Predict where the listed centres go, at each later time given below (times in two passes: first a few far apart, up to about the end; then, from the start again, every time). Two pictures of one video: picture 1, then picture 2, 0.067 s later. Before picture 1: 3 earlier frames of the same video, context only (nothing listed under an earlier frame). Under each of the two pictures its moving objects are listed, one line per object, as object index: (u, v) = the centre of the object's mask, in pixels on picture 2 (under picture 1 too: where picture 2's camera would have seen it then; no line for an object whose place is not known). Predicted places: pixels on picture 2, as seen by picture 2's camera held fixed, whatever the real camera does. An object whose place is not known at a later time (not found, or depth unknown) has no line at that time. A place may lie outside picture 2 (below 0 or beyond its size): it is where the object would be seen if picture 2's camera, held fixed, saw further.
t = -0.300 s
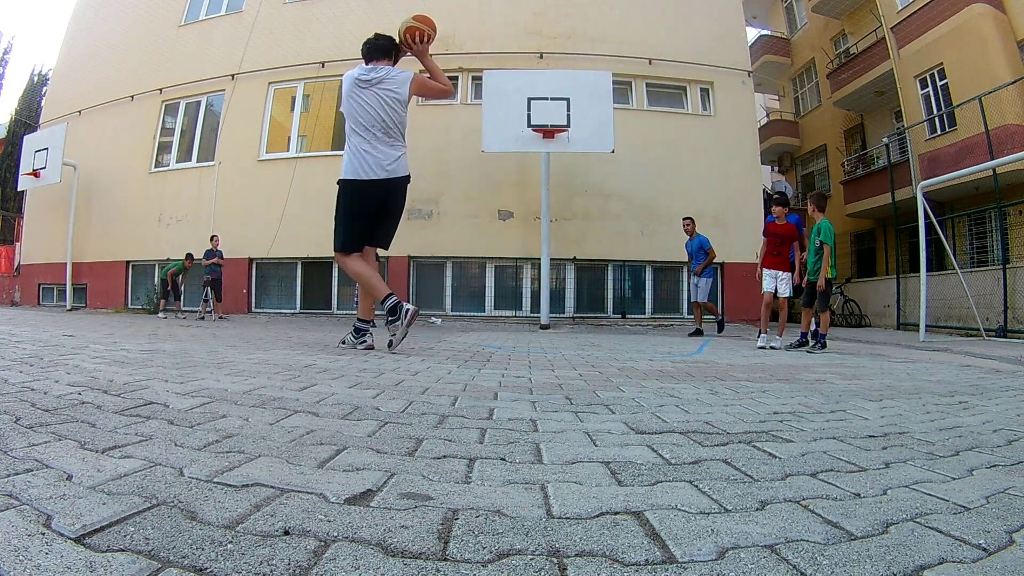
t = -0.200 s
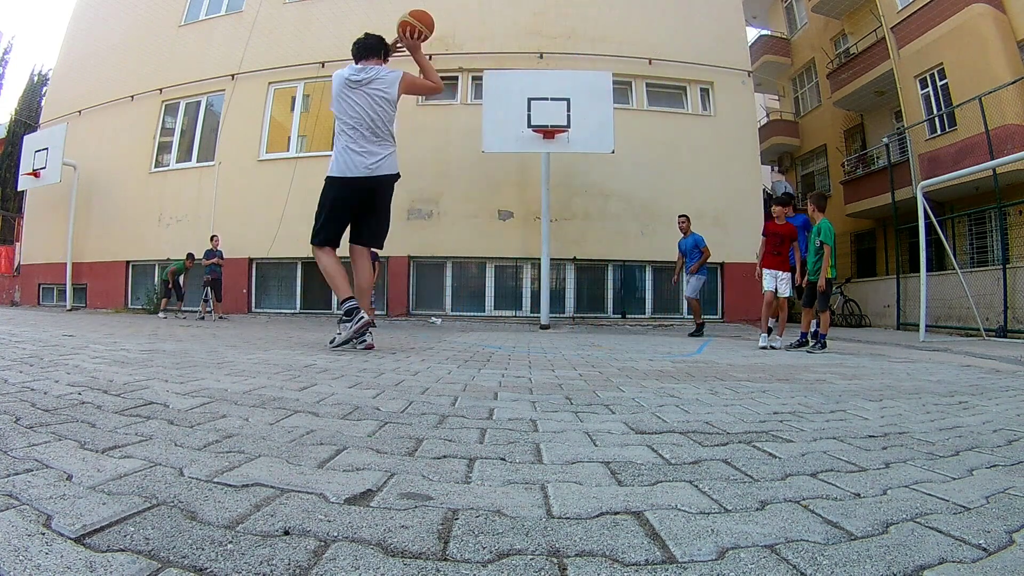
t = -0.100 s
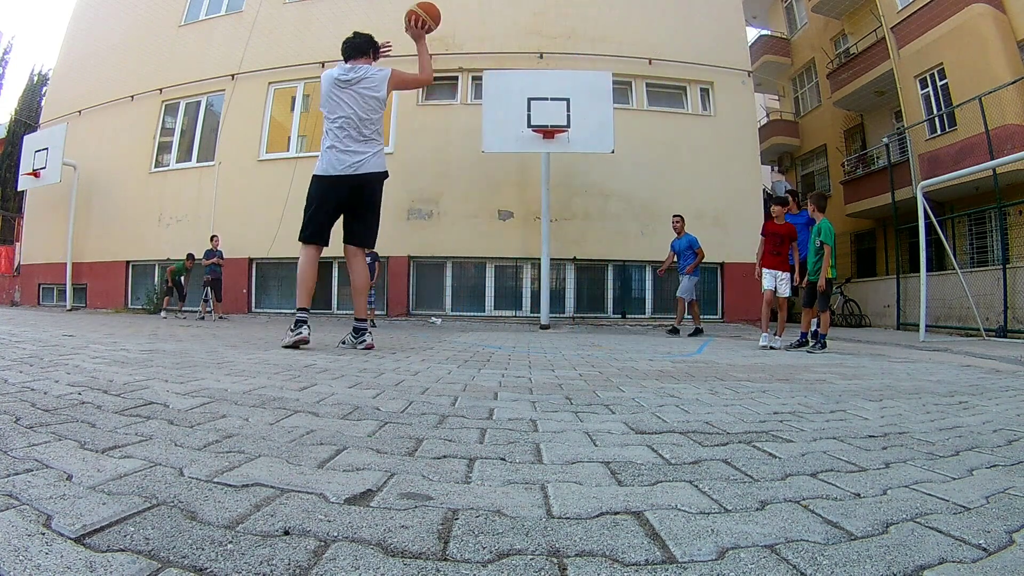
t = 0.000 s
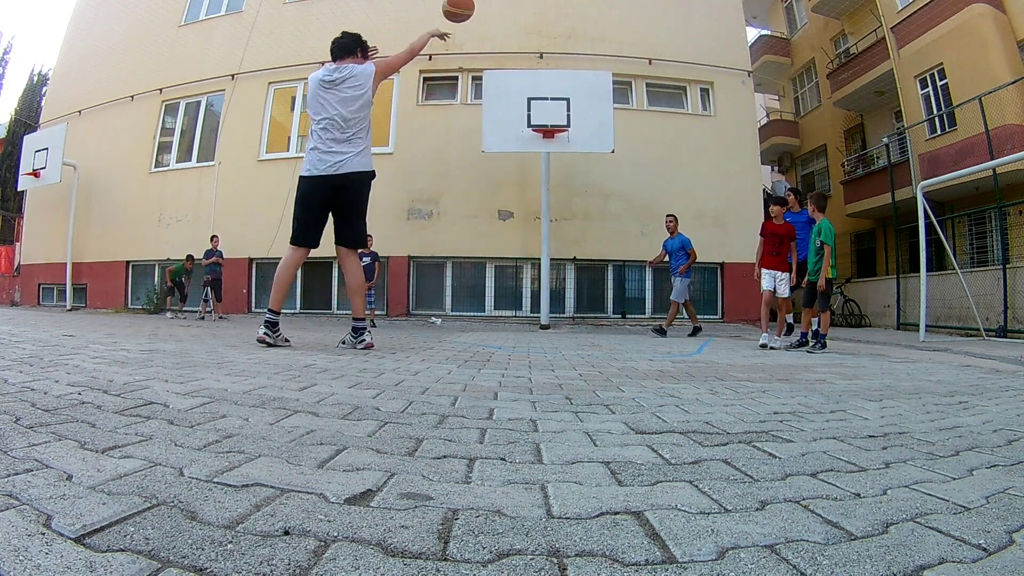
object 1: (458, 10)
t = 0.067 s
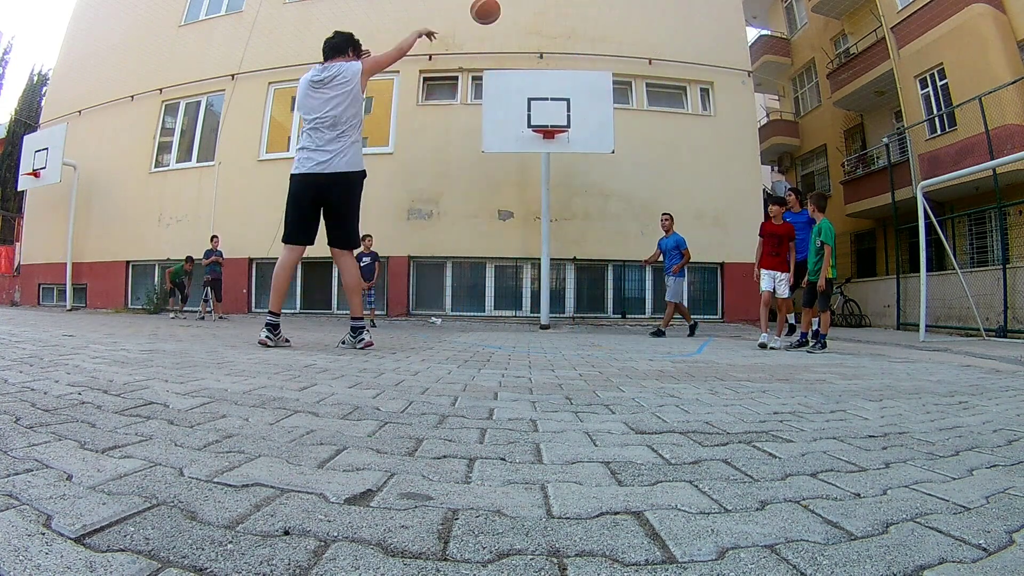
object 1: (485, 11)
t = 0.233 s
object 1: (538, 36)
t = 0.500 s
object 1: (596, 113)
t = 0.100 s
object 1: (497, 14)
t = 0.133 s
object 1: (508, 18)
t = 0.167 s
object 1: (519, 23)
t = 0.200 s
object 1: (529, 29)
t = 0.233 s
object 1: (538, 36)
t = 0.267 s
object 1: (547, 43)
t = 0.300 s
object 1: (555, 51)
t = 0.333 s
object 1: (563, 60)
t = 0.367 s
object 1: (570, 70)
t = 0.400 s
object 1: (577, 79)
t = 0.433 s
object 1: (584, 90)
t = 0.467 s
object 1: (590, 101)
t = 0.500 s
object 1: (596, 113)
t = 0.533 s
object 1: (602, 125)
